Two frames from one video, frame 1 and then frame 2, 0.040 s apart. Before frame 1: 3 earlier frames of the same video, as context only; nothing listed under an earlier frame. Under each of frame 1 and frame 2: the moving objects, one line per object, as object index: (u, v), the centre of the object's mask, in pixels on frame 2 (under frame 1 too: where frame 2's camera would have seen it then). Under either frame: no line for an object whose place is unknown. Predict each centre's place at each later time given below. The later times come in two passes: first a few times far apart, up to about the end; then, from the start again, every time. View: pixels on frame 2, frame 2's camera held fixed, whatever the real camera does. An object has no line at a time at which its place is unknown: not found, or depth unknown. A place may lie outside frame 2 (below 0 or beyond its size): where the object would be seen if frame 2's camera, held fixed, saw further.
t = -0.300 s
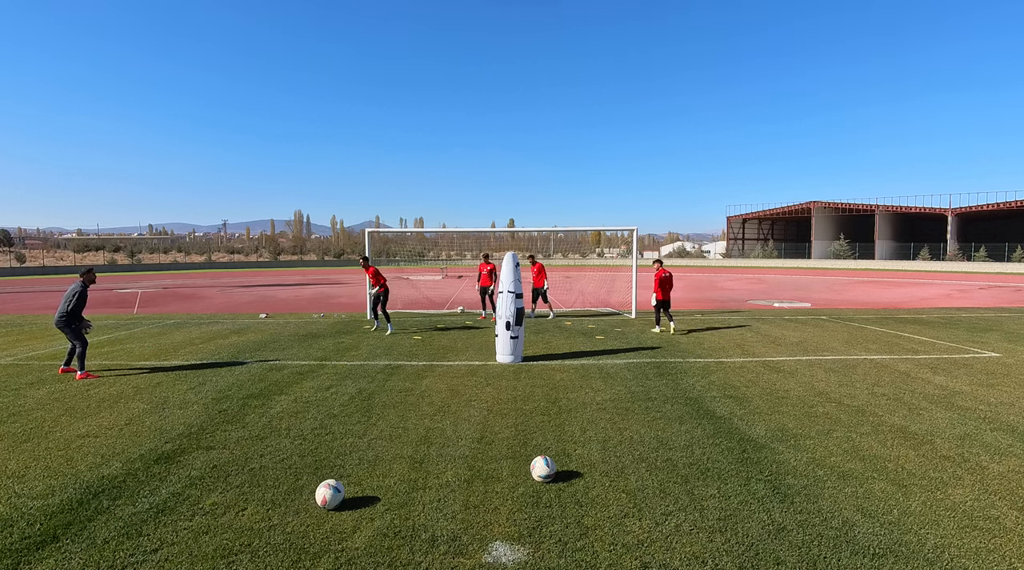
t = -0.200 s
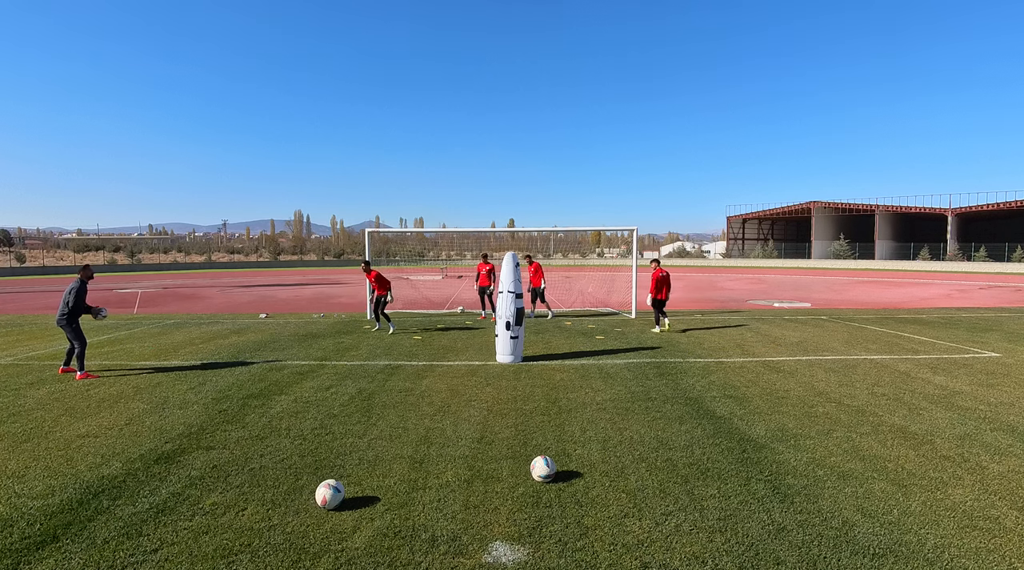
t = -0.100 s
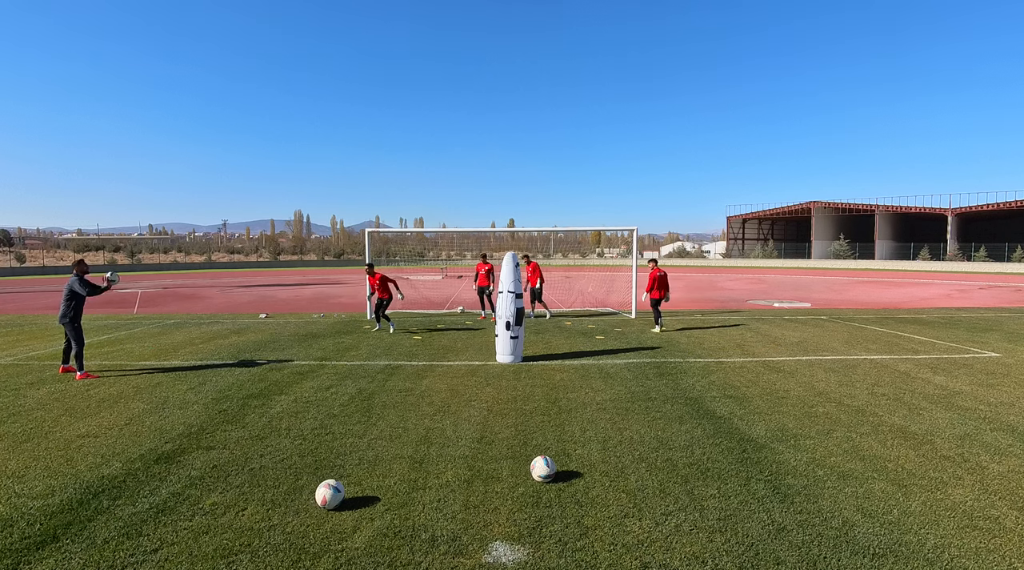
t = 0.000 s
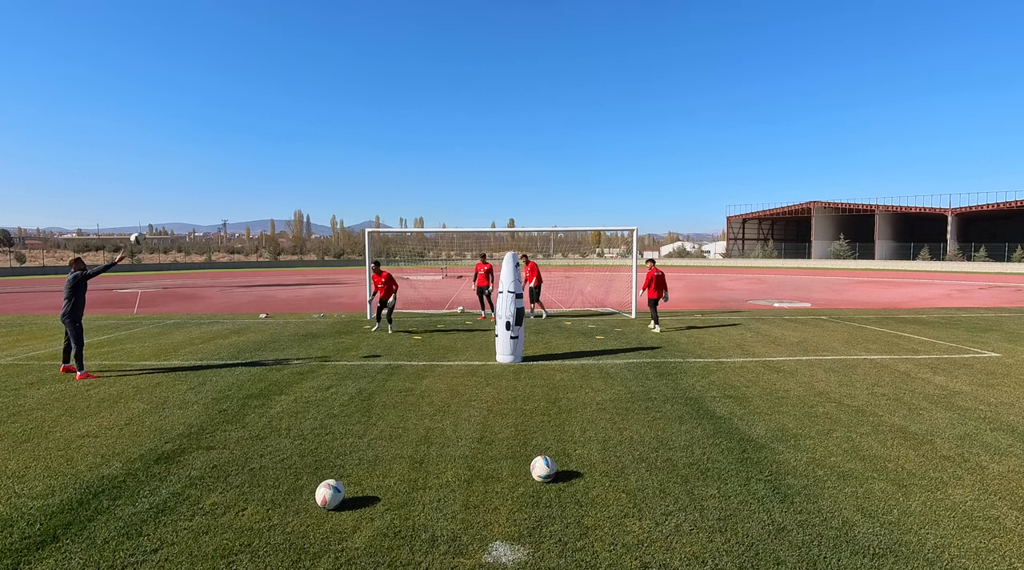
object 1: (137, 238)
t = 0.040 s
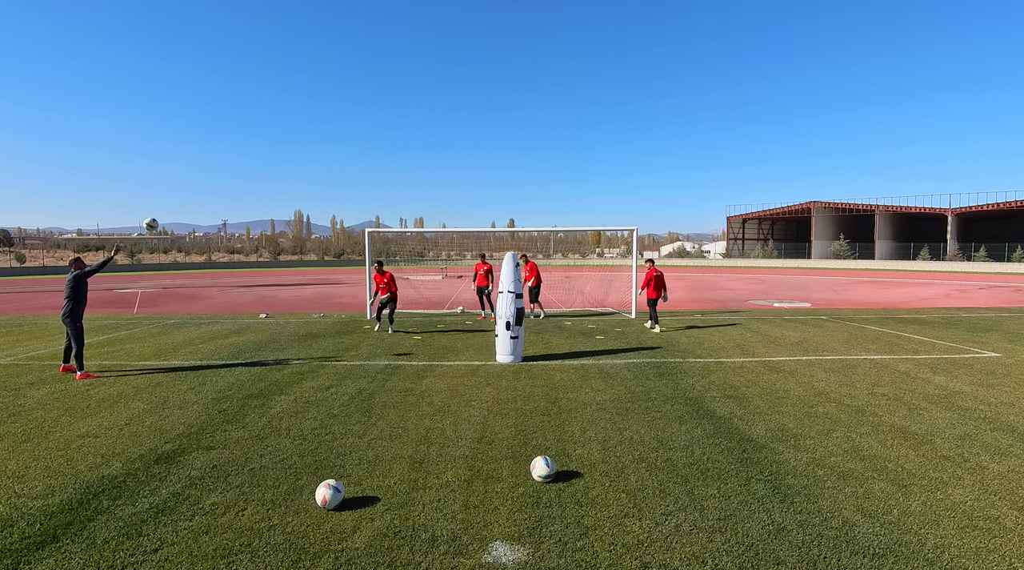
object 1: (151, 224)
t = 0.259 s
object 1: (218, 162)
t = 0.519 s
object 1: (296, 129)
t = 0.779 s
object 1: (371, 136)
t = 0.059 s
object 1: (157, 217)
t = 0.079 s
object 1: (162, 211)
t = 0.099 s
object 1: (169, 204)
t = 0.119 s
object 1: (175, 198)
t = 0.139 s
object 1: (181, 192)
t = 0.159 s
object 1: (187, 187)
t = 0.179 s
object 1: (194, 181)
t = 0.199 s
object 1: (200, 176)
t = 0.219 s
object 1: (206, 171)
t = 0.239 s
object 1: (212, 167)
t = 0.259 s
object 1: (218, 162)
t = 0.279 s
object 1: (224, 158)
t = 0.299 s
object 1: (230, 155)
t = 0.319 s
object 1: (236, 151)
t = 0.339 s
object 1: (243, 148)
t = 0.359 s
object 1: (248, 144)
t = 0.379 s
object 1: (254, 141)
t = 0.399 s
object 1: (260, 139)
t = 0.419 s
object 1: (266, 137)
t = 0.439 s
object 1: (272, 135)
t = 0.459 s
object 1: (278, 133)
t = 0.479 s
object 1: (284, 131)
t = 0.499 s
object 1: (290, 130)
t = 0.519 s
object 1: (296, 129)
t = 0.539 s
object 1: (302, 128)
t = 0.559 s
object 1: (308, 128)
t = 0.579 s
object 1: (314, 127)
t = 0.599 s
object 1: (320, 127)
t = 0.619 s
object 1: (325, 127)
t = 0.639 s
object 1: (331, 127)
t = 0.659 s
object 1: (337, 128)
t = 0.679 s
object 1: (343, 129)
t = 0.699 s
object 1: (348, 130)
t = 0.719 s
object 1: (354, 131)
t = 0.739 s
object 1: (360, 132)
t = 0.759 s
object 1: (365, 134)
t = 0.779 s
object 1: (371, 136)
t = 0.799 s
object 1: (377, 138)
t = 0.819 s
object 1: (382, 141)
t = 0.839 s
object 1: (388, 143)
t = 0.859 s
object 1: (394, 146)
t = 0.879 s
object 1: (399, 149)
